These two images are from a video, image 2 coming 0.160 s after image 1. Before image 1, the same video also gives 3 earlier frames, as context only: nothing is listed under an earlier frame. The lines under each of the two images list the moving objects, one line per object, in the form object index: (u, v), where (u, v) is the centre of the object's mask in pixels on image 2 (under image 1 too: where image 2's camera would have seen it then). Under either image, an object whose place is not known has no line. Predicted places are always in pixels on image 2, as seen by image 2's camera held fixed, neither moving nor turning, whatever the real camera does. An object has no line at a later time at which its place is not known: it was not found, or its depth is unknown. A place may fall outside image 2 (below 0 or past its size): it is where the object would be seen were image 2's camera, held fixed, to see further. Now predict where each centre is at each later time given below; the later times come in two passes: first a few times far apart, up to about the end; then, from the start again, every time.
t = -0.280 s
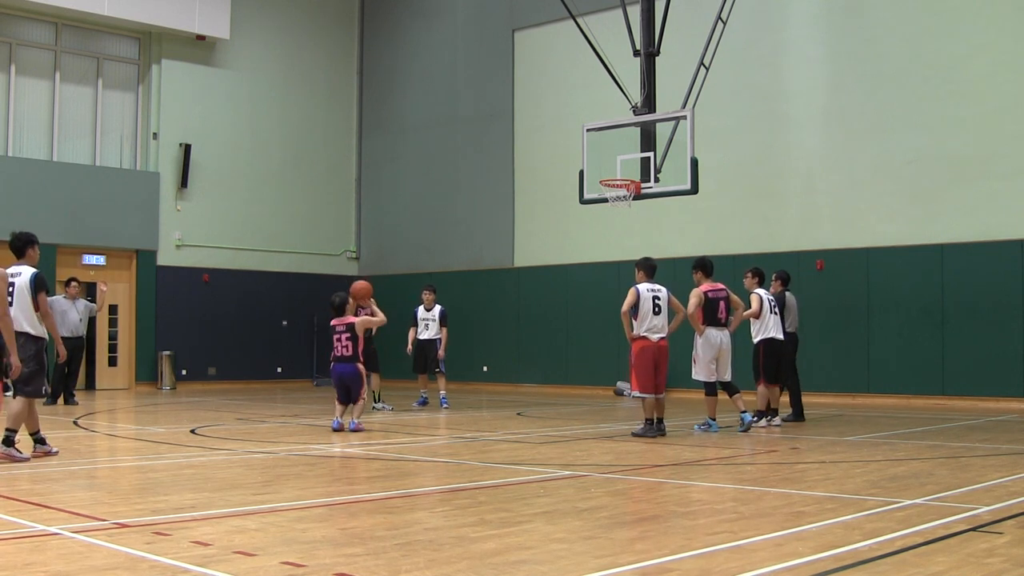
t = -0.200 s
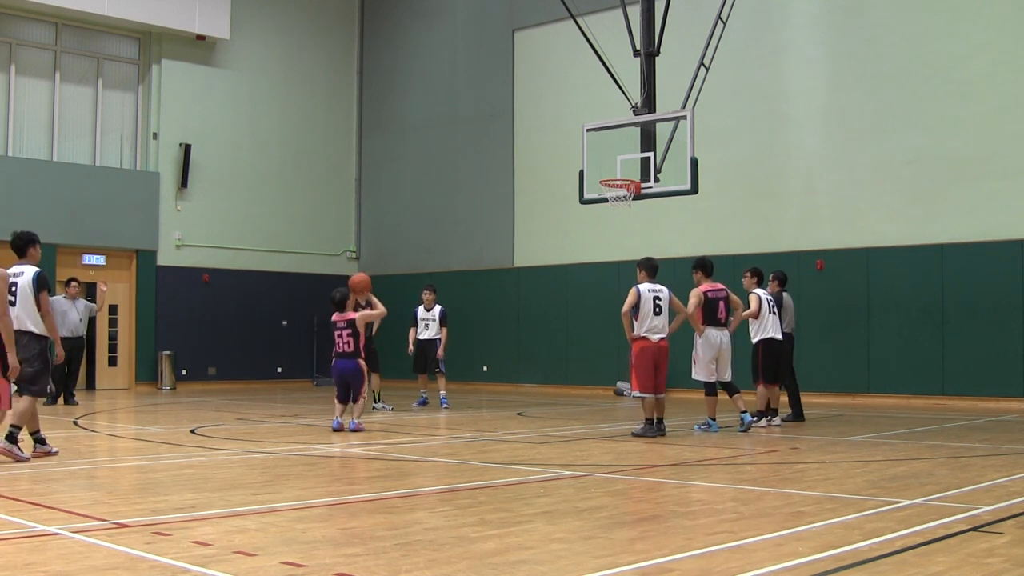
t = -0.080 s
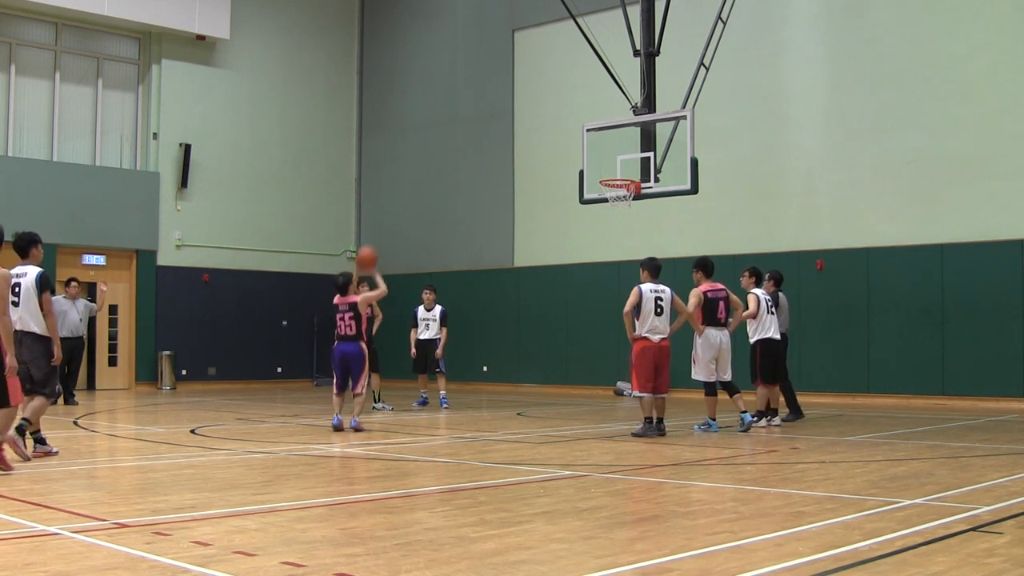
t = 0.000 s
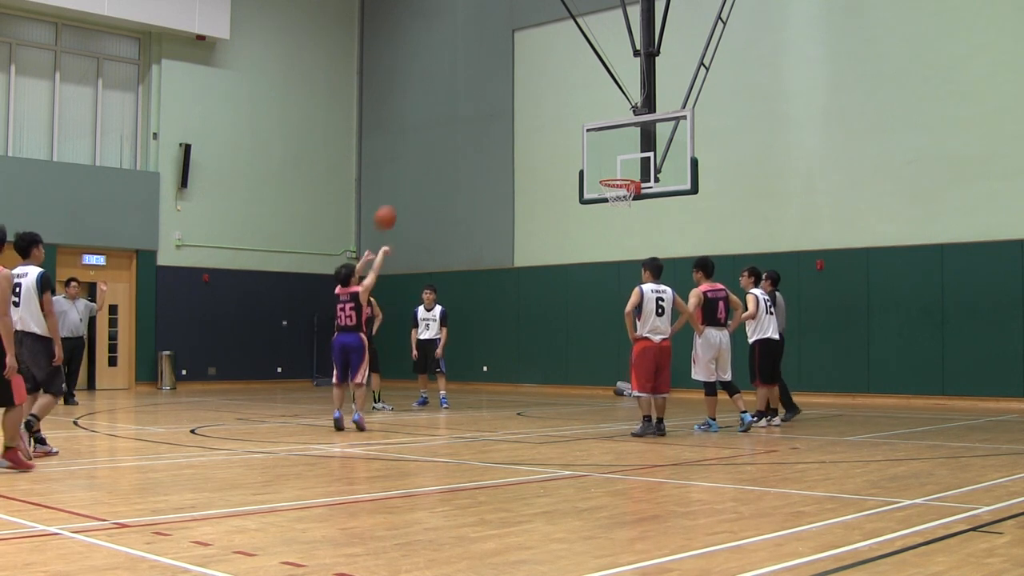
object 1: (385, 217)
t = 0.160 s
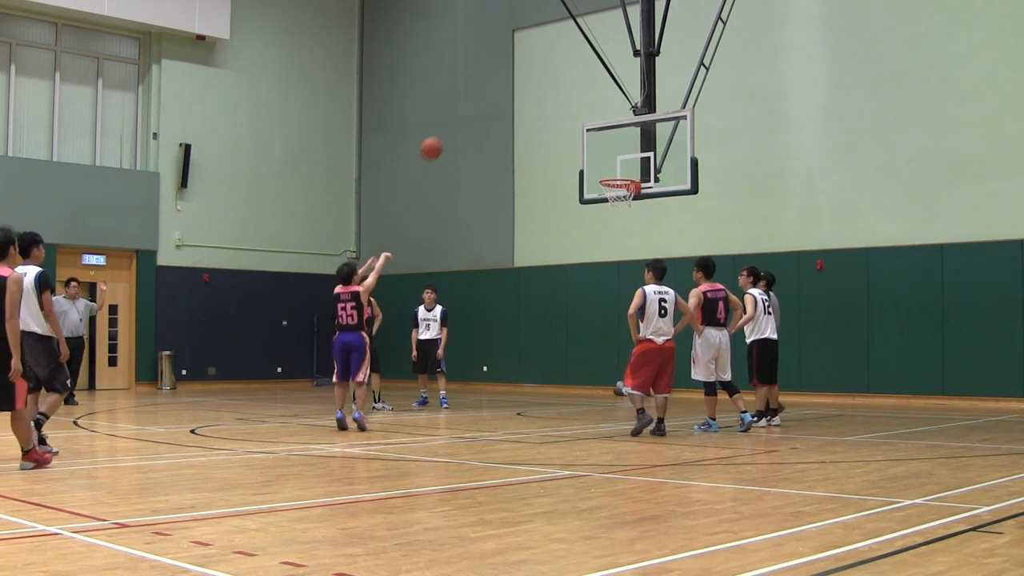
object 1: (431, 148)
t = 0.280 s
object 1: (463, 114)
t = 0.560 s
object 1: (529, 85)
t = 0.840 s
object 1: (587, 116)
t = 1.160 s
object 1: (594, 166)
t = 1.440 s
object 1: (502, 175)
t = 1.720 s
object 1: (409, 244)
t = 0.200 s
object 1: (442, 135)
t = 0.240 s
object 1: (452, 124)
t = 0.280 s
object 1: (463, 114)
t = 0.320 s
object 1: (473, 105)
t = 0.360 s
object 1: (483, 99)
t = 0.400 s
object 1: (492, 93)
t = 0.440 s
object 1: (502, 89)
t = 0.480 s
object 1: (511, 86)
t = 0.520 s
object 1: (520, 85)
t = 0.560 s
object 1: (529, 85)
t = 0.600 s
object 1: (538, 86)
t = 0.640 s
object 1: (546, 88)
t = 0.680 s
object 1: (555, 91)
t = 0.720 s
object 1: (563, 96)
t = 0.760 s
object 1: (571, 102)
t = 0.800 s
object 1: (579, 108)
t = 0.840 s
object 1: (587, 116)
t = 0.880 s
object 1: (595, 126)
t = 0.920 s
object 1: (603, 136)
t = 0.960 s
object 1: (610, 147)
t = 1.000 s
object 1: (618, 159)
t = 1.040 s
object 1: (625, 171)
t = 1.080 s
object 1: (620, 173)
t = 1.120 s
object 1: (607, 170)
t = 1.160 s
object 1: (594, 166)
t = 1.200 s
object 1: (581, 164)
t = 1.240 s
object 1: (568, 163)
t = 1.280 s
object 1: (555, 163)
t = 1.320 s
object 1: (542, 164)
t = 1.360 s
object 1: (529, 167)
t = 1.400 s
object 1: (515, 170)
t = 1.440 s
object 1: (502, 175)
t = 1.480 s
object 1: (489, 181)
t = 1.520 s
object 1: (475, 189)
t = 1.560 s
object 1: (462, 197)
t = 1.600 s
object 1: (449, 207)
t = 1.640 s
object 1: (435, 218)
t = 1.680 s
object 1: (422, 230)
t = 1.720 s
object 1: (409, 244)
